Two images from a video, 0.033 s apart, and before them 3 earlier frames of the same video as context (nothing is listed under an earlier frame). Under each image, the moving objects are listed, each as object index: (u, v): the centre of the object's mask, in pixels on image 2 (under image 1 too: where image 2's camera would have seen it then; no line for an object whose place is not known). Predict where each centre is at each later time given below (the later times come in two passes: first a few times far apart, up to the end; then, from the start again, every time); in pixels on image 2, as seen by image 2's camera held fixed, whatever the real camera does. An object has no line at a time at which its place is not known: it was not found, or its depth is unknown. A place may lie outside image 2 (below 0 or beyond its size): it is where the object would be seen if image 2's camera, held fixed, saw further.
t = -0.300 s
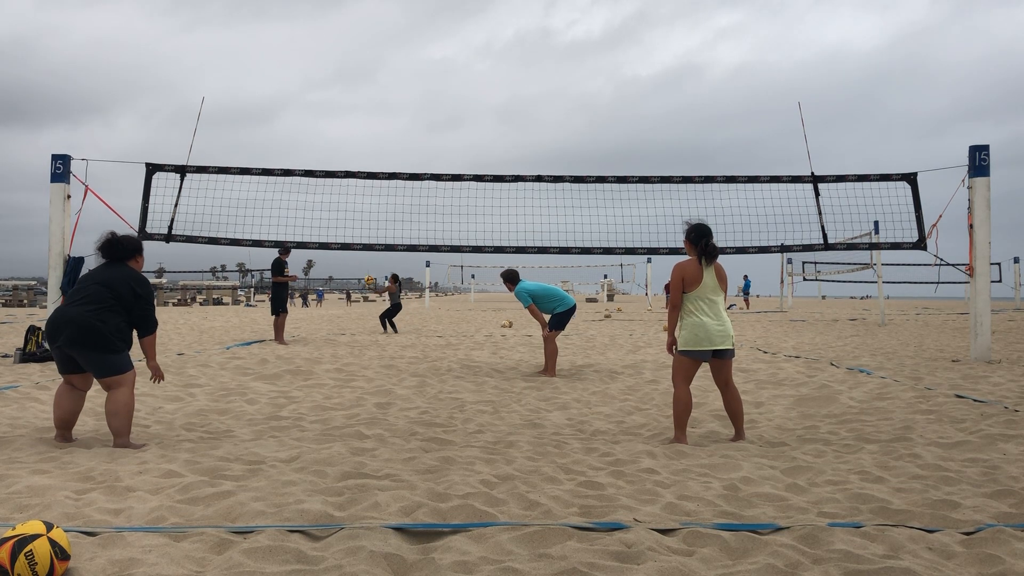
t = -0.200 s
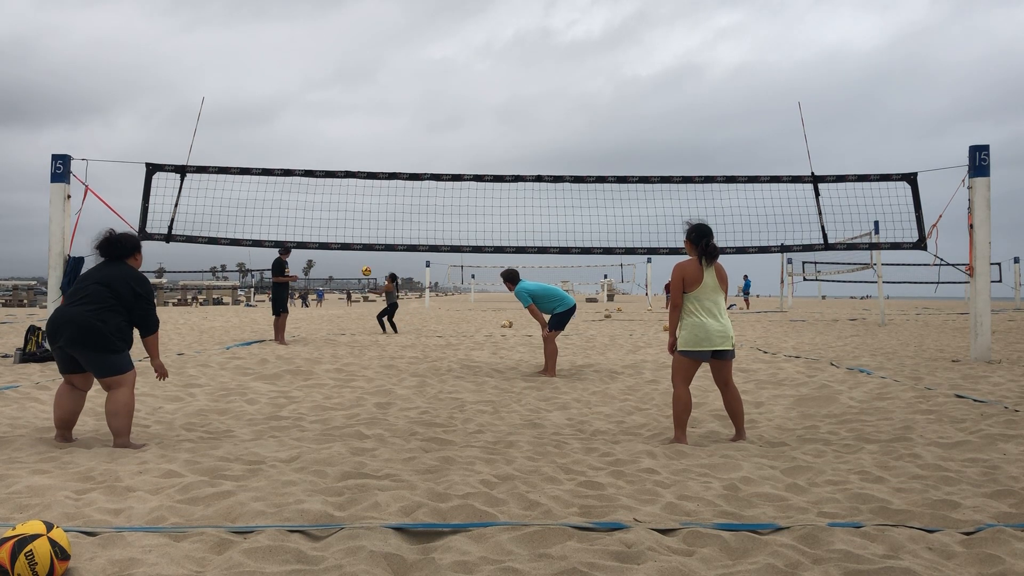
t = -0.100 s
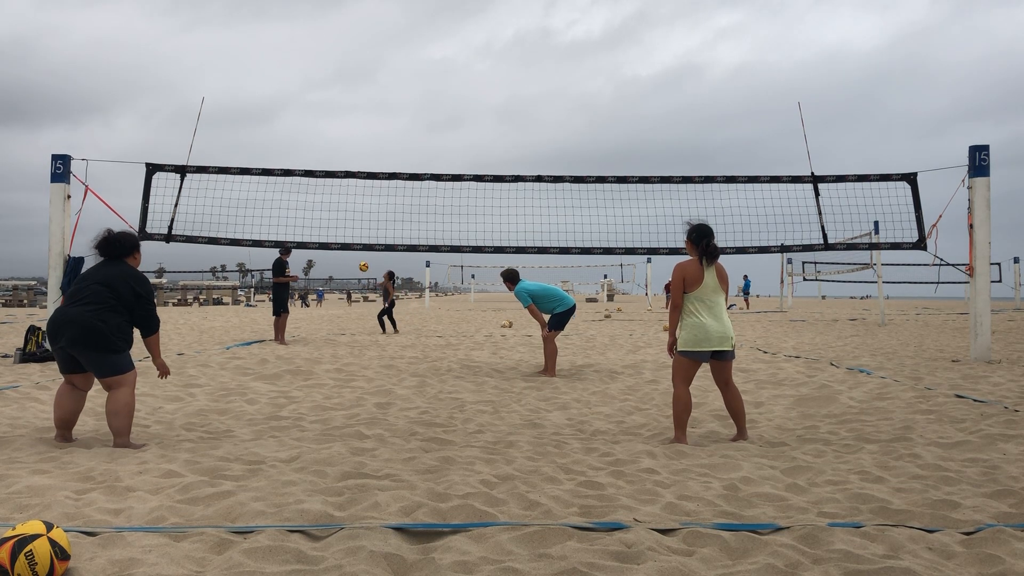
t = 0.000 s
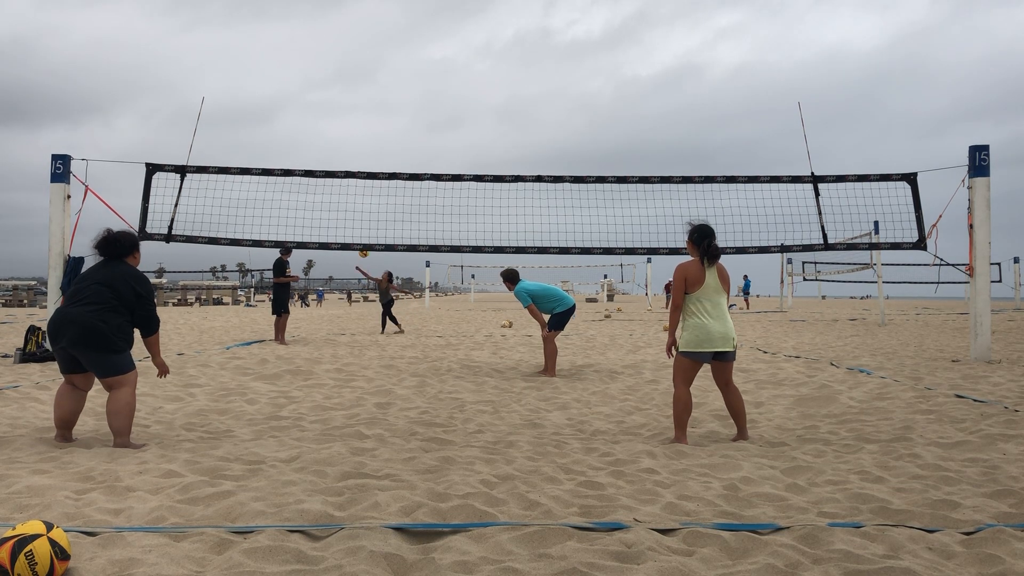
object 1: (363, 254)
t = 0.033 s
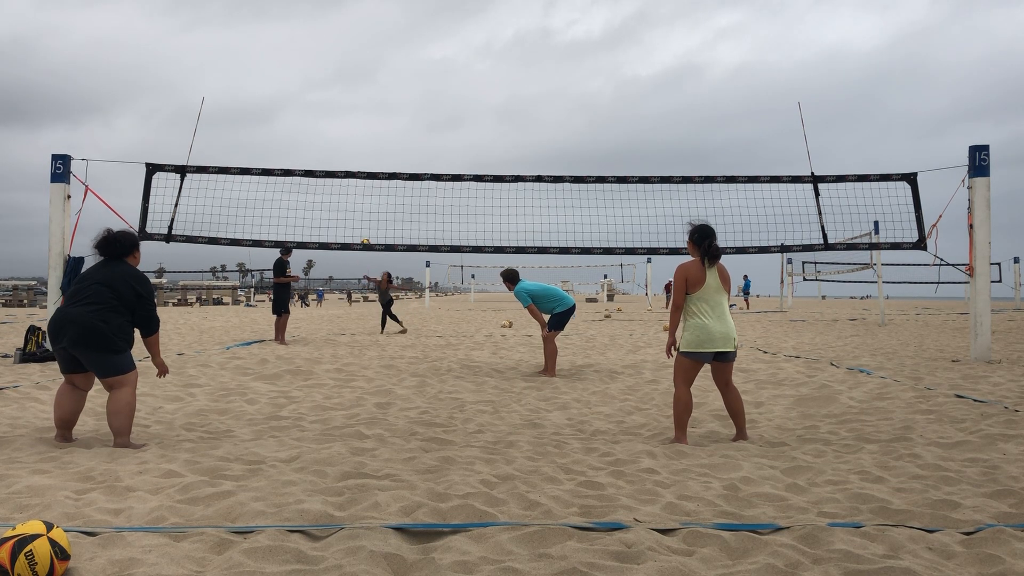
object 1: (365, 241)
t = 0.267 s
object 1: (379, 184)
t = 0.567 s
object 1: (402, 134)
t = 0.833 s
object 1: (427, 127)
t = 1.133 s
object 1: (463, 186)
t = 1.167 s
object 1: (468, 200)
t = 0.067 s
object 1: (367, 234)
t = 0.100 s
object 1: (369, 225)
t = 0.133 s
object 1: (370, 216)
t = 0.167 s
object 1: (372, 207)
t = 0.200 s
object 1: (375, 199)
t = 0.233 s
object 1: (377, 191)
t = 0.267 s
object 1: (379, 184)
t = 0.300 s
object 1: (381, 180)
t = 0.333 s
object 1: (384, 168)
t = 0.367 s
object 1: (386, 163)
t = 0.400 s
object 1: (389, 157)
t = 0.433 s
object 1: (391, 151)
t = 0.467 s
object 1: (394, 146)
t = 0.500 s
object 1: (396, 142)
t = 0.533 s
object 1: (399, 138)
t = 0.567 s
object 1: (402, 134)
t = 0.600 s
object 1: (405, 131)
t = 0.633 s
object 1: (408, 129)
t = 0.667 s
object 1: (411, 127)
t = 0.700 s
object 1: (414, 125)
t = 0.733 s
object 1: (417, 124)
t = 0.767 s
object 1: (420, 124)
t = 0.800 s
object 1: (424, 125)
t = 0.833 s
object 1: (427, 127)
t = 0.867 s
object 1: (431, 129)
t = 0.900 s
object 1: (435, 133)
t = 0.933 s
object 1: (438, 137)
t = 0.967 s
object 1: (442, 142)
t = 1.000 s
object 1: (446, 149)
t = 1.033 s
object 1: (450, 156)
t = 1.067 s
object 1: (454, 164)
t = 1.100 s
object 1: (459, 175)
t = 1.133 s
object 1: (463, 186)
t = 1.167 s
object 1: (468, 200)
